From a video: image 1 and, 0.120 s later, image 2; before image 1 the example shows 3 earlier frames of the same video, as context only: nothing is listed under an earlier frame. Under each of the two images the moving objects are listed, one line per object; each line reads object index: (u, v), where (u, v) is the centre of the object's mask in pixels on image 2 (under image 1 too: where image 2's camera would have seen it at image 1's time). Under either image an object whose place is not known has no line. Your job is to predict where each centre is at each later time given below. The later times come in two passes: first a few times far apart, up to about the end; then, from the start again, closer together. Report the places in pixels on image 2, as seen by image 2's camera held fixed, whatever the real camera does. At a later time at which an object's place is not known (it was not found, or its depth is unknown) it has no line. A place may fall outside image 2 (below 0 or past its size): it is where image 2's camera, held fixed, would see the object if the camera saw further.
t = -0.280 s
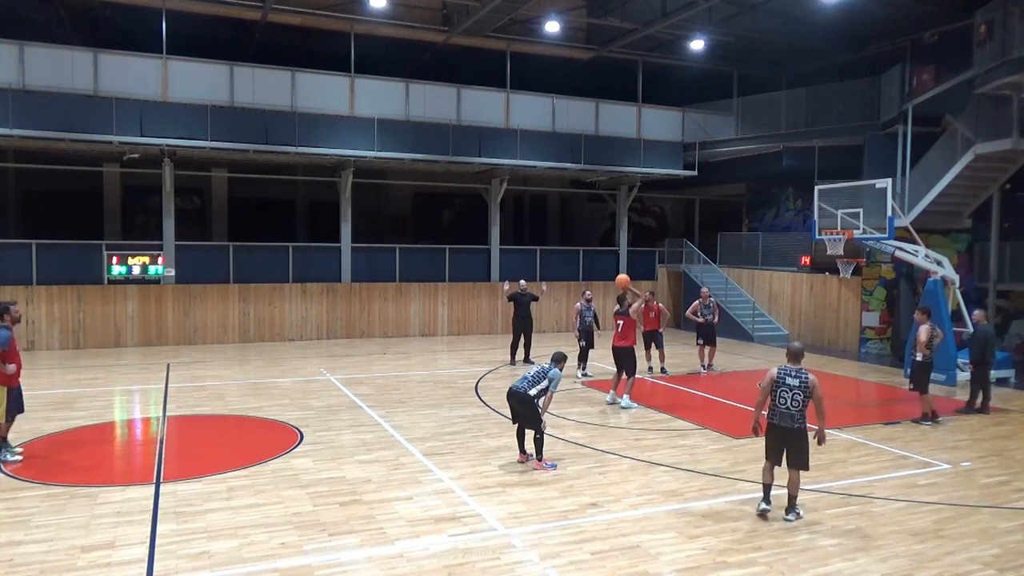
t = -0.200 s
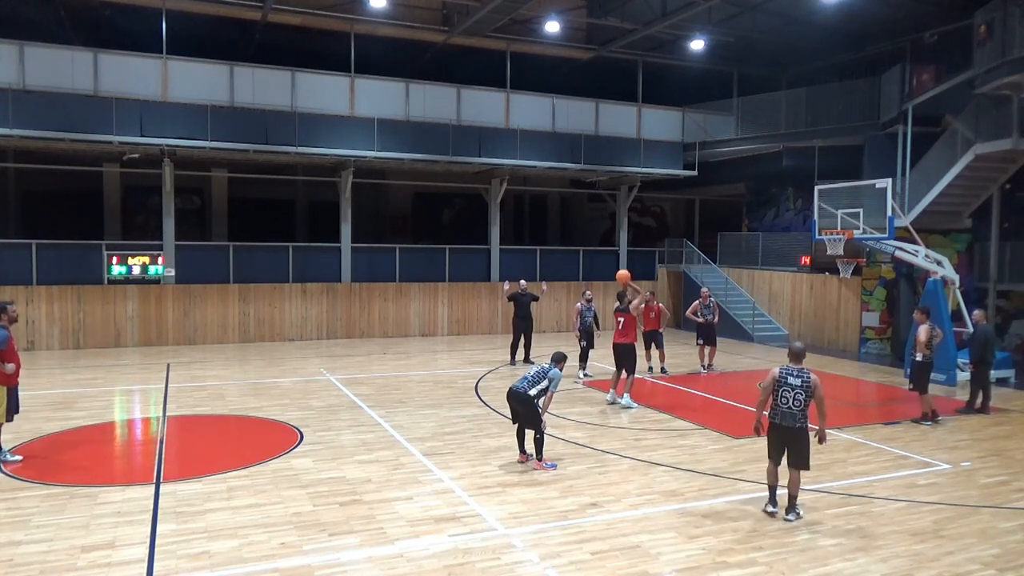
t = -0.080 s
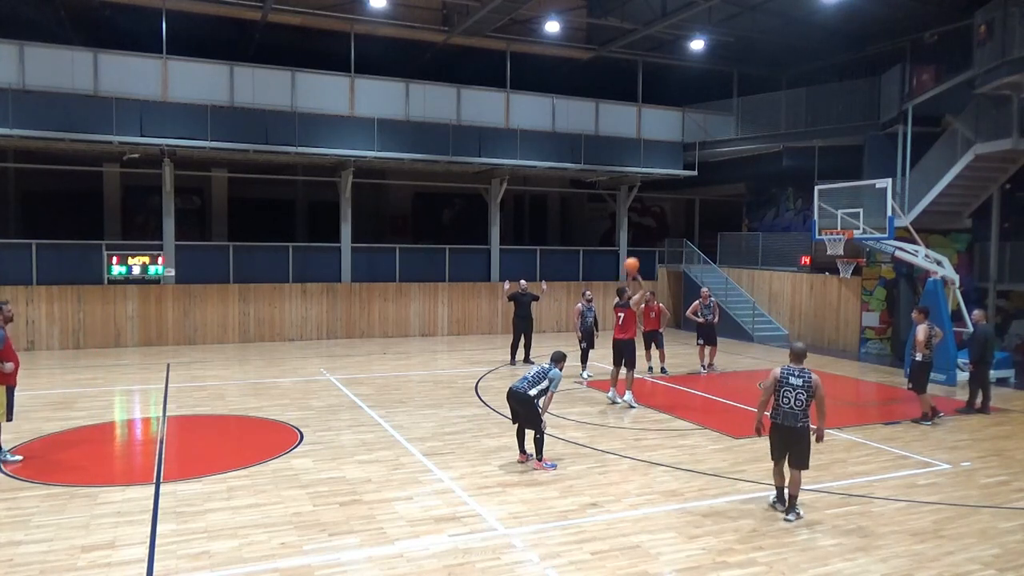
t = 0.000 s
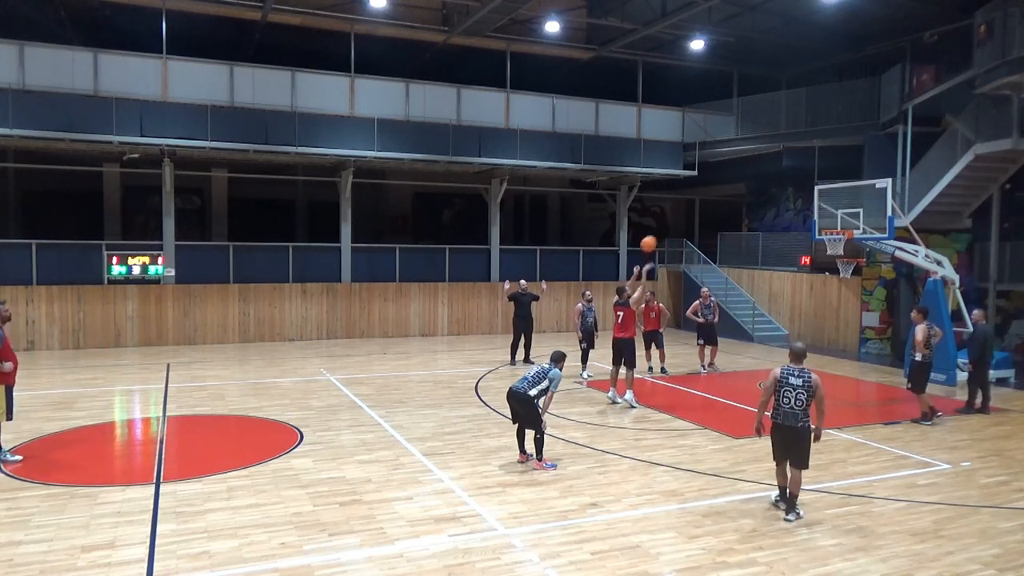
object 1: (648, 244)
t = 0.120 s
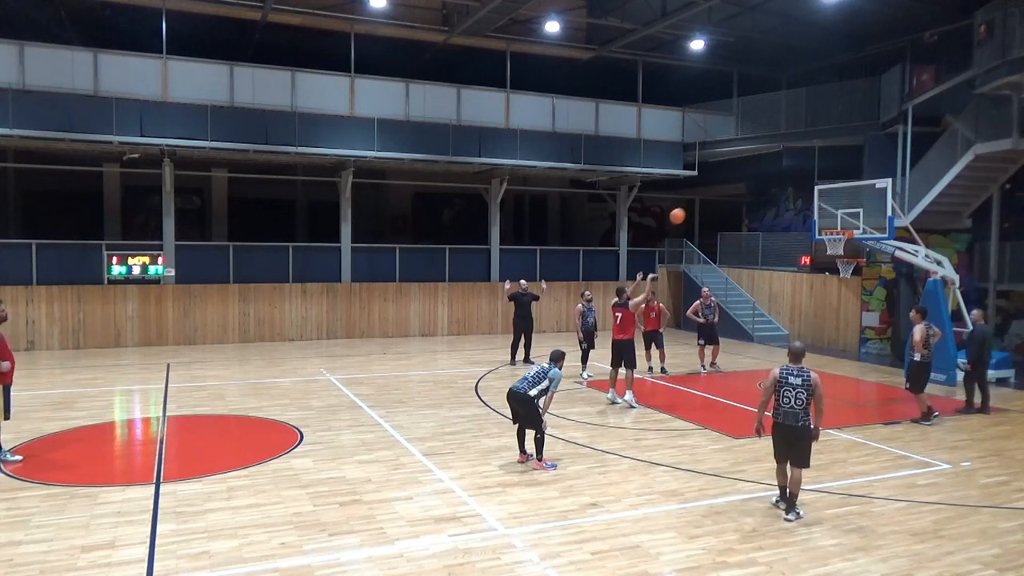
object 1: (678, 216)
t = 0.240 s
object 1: (705, 197)
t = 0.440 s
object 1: (748, 183)
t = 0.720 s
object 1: (804, 200)
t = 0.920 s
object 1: (836, 223)
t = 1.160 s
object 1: (839, 214)
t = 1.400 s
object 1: (821, 220)
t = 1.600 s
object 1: (804, 248)
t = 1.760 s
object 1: (790, 285)
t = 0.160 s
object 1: (687, 209)
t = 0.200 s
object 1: (696, 202)
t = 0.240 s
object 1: (705, 197)
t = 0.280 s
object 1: (714, 192)
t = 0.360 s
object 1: (731, 186)
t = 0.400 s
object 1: (739, 184)
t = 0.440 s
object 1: (748, 183)
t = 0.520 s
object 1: (765, 184)
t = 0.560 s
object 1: (772, 186)
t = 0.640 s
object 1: (789, 191)
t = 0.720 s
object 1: (804, 200)
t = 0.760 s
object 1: (811, 205)
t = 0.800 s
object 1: (819, 212)
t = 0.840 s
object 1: (825, 219)
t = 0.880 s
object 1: (832, 224)
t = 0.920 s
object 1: (836, 223)
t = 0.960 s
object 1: (840, 223)
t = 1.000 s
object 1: (843, 224)
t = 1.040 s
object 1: (847, 222)
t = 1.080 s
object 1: (845, 218)
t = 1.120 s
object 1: (842, 215)
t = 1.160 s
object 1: (839, 214)
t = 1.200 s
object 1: (837, 212)
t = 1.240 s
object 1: (833, 212)
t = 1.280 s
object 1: (831, 212)
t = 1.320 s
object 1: (827, 214)
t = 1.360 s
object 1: (824, 217)
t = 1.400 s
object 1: (821, 220)
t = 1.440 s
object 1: (817, 224)
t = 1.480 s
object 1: (813, 229)
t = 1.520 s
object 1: (810, 235)
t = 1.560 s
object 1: (807, 241)
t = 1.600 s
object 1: (804, 248)
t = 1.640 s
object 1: (800, 256)
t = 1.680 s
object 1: (796, 264)
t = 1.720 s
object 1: (793, 274)
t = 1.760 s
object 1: (790, 285)
